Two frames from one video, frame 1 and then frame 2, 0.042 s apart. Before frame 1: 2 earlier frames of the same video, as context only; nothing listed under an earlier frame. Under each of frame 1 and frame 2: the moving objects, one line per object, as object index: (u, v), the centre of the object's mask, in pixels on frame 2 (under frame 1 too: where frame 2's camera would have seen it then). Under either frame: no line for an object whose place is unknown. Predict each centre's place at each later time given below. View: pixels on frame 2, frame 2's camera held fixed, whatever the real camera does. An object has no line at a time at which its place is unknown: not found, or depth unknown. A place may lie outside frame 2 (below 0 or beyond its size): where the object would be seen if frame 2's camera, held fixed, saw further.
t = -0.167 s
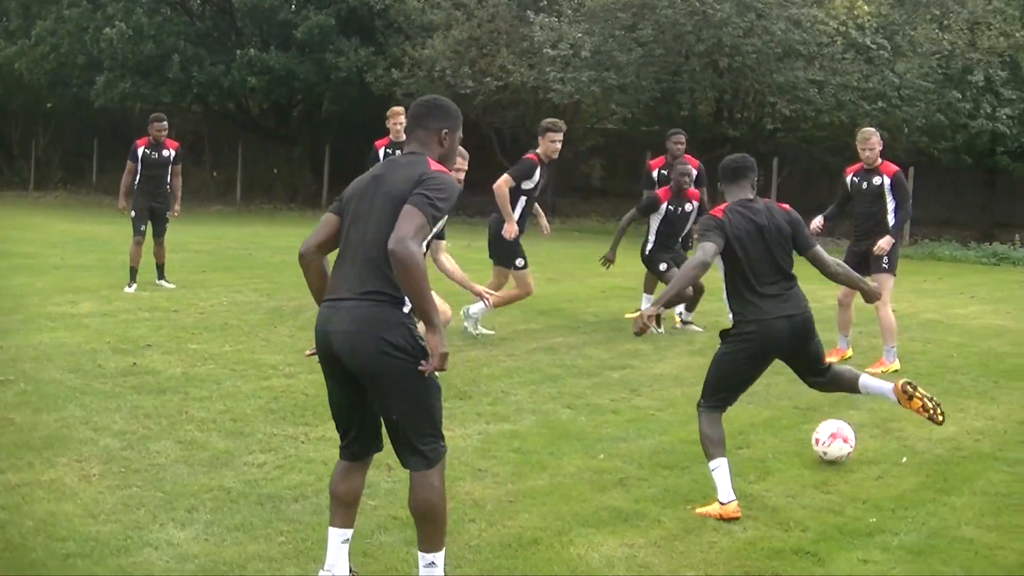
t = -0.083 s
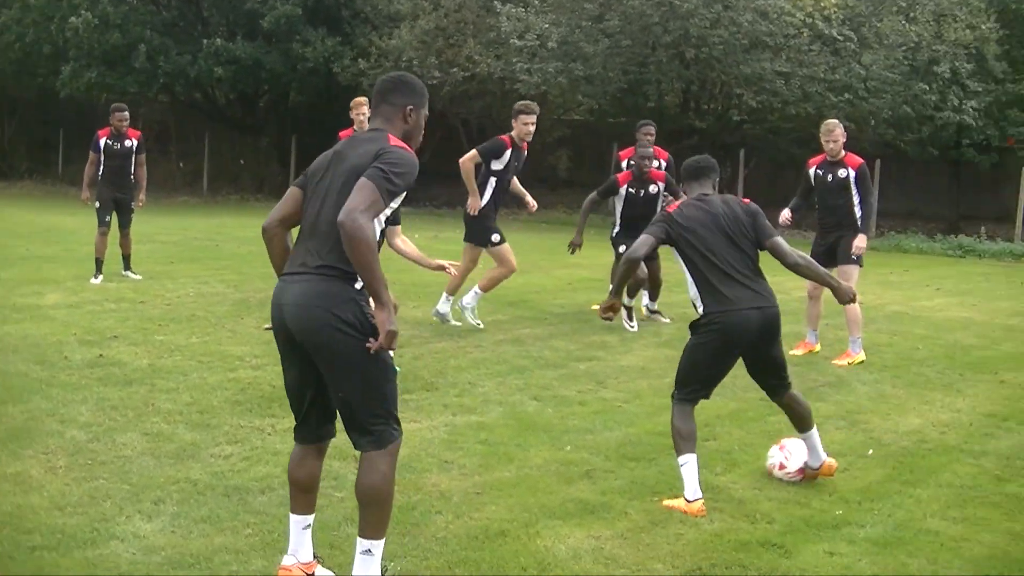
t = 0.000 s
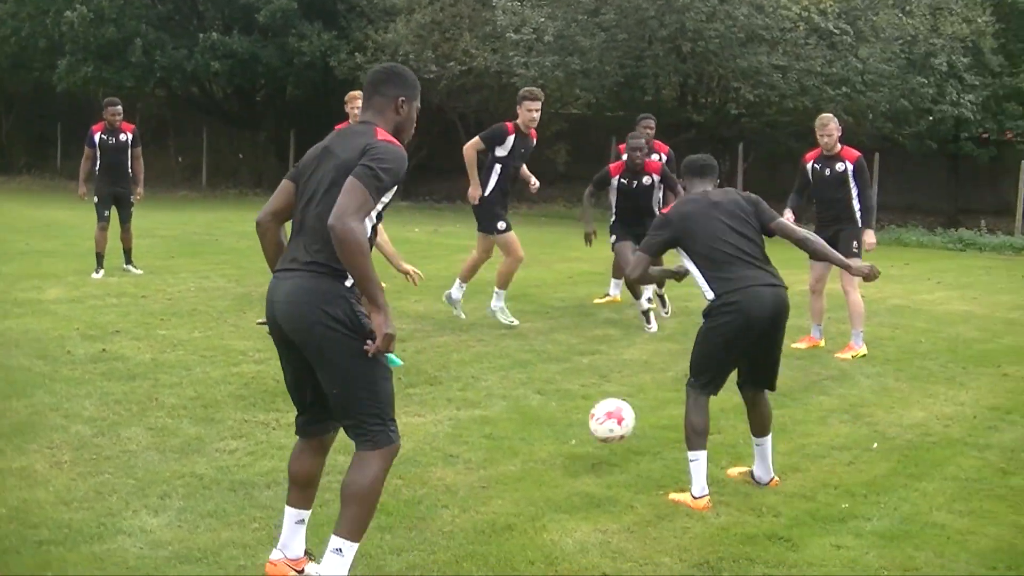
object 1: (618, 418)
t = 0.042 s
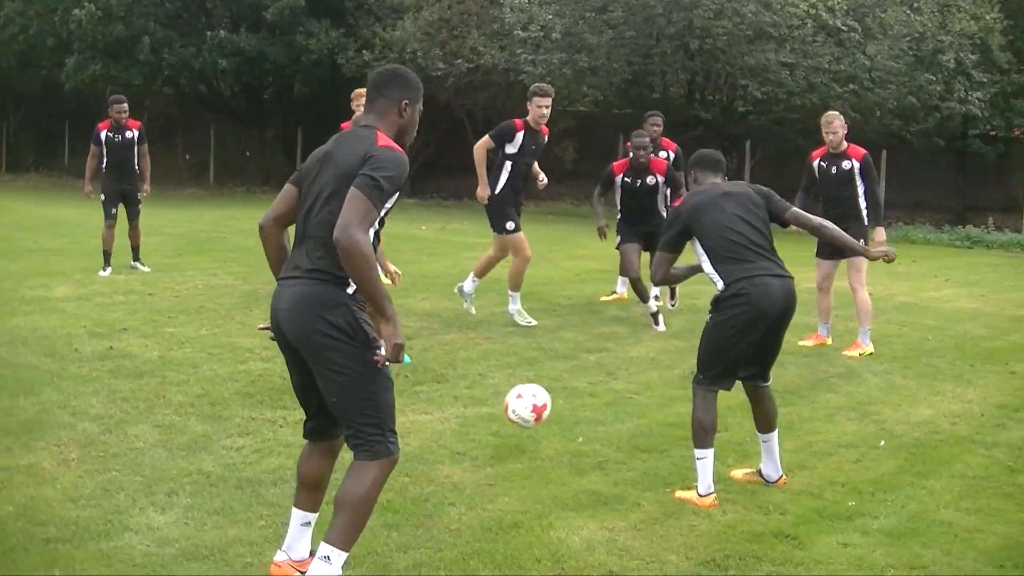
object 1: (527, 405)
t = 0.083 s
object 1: (436, 395)
